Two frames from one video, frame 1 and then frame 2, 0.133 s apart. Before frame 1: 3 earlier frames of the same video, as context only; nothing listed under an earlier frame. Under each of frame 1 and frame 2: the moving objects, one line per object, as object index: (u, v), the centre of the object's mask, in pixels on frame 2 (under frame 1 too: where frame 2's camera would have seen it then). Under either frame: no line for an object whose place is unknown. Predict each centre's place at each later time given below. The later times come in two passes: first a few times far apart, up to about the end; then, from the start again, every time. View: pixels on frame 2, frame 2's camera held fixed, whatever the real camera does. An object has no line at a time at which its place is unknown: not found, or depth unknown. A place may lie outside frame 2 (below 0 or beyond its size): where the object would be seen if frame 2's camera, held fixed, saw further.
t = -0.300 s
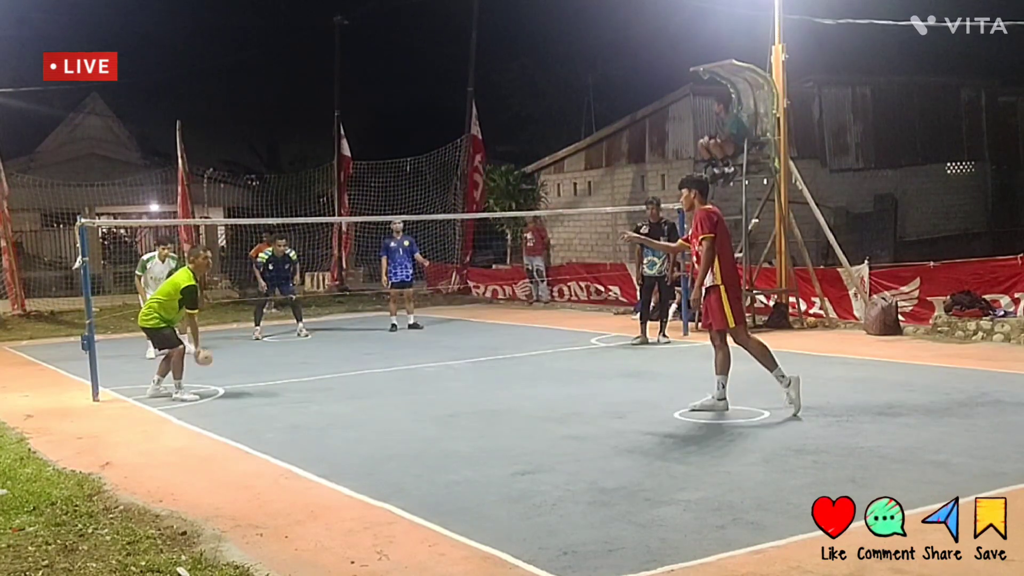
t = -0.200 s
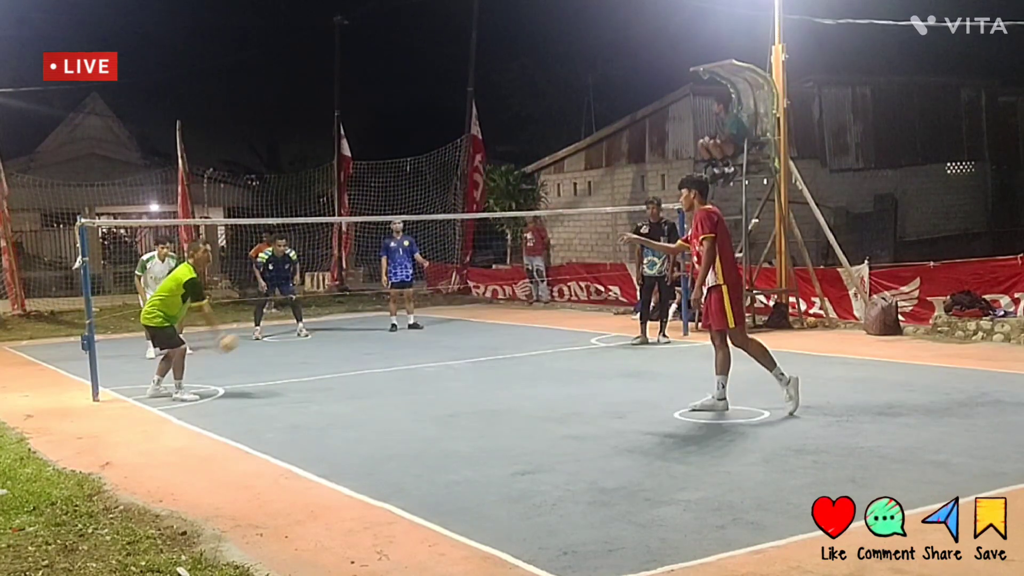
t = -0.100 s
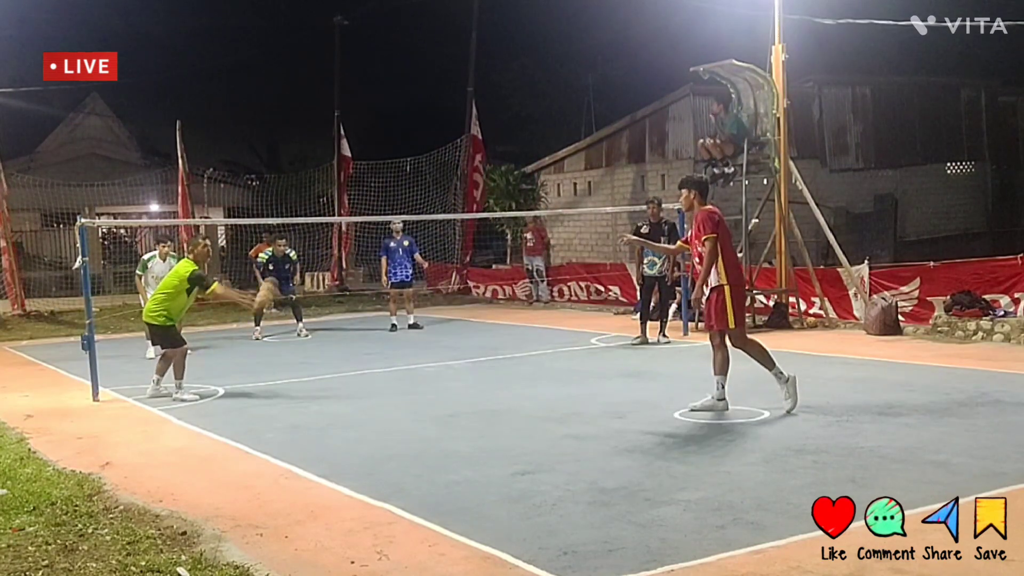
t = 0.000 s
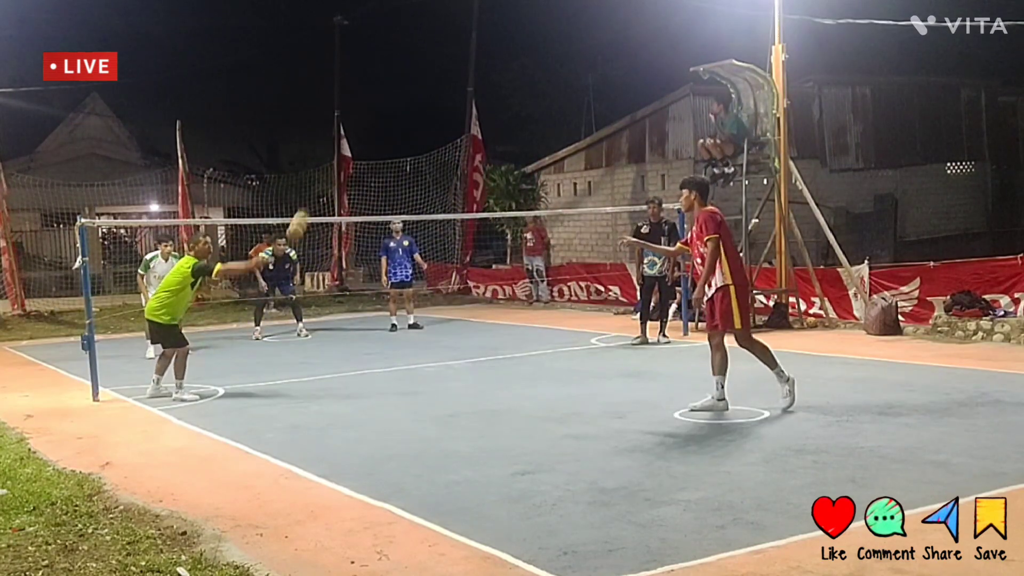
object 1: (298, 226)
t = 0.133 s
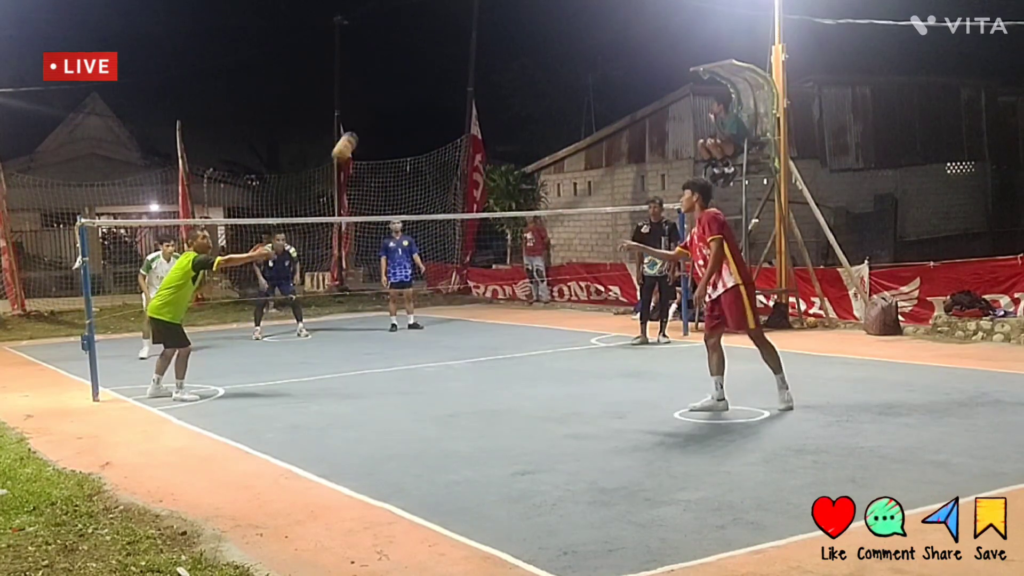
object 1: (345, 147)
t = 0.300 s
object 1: (407, 77)
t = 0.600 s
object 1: (528, 36)
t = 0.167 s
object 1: (358, 129)
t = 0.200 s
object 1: (369, 115)
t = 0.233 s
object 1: (381, 101)
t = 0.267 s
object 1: (394, 88)
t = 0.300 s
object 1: (407, 77)
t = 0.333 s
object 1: (418, 68)
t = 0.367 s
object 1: (433, 58)
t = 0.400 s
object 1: (446, 51)
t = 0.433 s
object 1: (458, 45)
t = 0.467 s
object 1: (472, 40)
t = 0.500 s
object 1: (486, 37)
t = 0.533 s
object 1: (499, 36)
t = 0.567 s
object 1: (514, 35)
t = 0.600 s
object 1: (528, 36)
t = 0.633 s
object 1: (541, 39)
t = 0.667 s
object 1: (556, 43)
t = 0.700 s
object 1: (572, 49)
